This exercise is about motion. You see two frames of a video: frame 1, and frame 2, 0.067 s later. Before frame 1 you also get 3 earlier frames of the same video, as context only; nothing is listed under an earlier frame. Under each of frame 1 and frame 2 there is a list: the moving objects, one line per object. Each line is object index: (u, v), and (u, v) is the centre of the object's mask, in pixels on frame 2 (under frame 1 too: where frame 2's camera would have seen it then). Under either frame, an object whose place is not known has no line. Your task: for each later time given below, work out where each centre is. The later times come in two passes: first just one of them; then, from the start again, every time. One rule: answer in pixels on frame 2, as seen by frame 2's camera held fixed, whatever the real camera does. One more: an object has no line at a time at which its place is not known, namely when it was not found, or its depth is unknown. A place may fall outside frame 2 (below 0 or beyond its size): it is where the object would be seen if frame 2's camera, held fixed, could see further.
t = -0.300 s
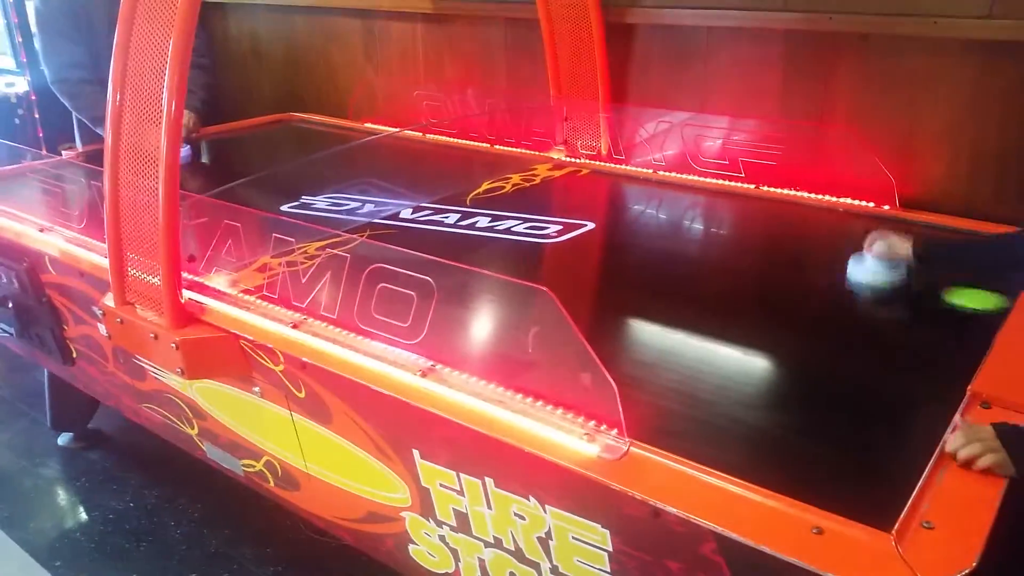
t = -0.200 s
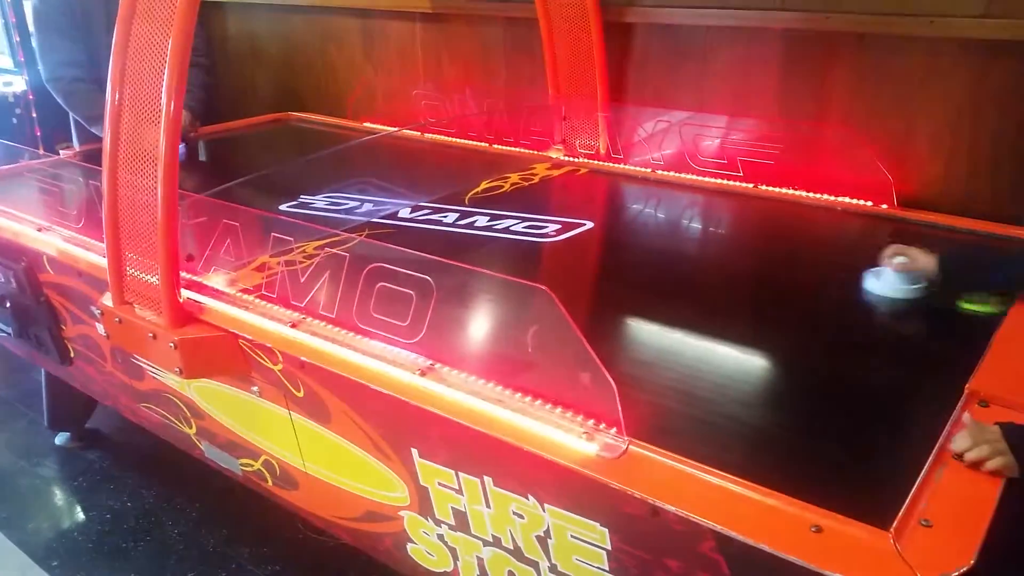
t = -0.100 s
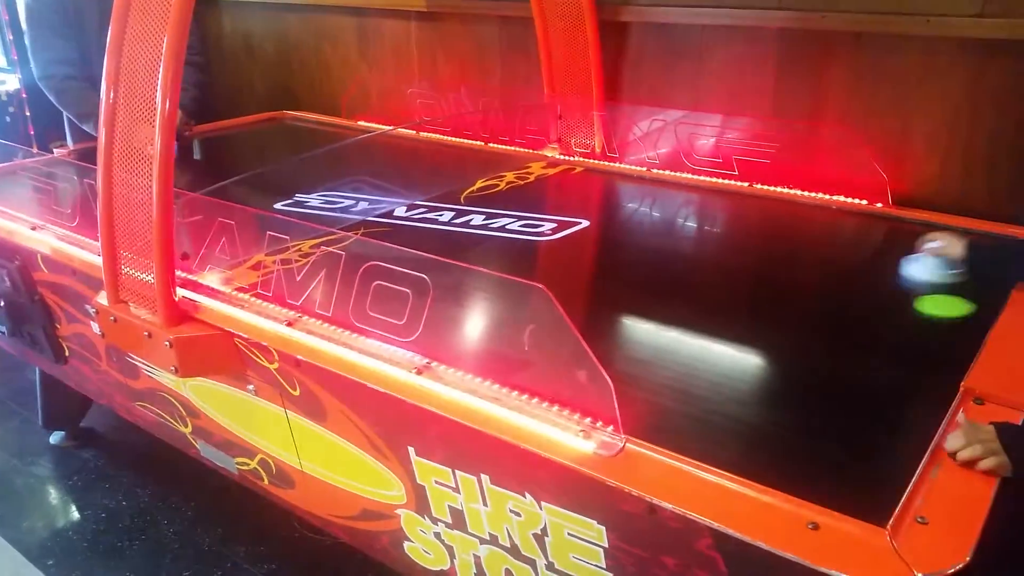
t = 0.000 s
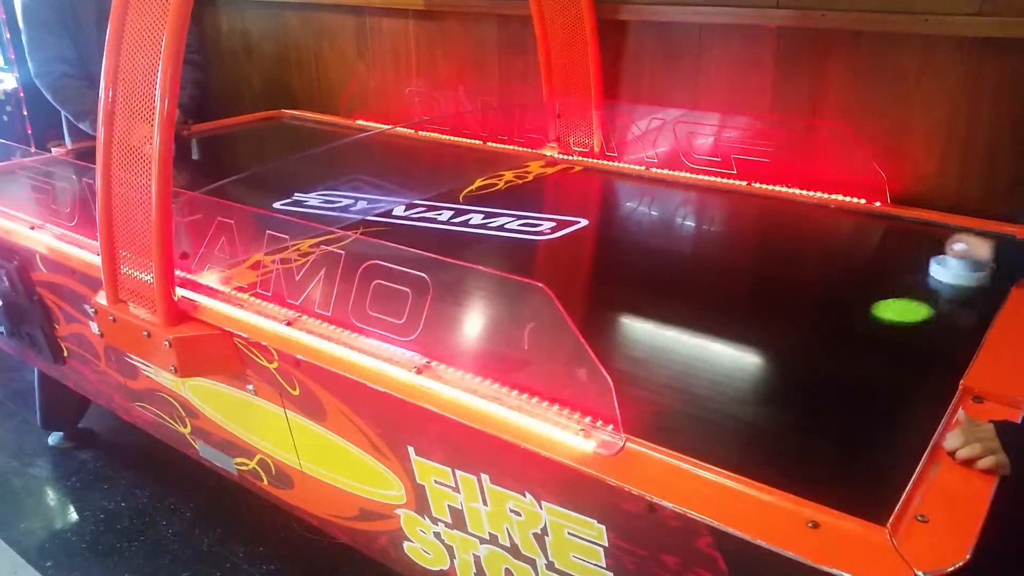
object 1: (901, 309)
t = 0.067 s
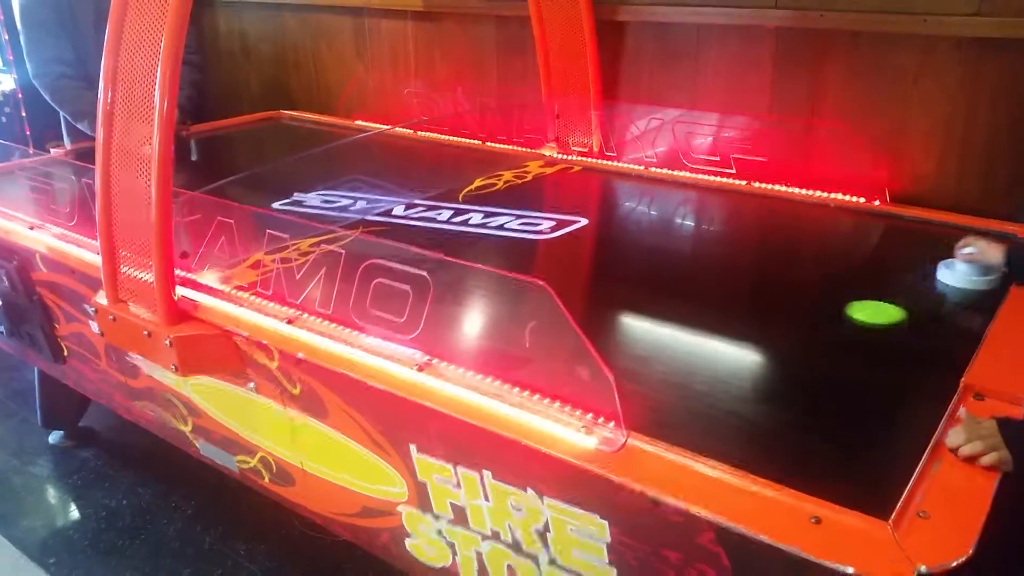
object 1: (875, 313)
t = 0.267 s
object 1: (790, 325)
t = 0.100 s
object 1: (861, 315)
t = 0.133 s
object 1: (847, 317)
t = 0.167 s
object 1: (833, 319)
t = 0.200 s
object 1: (819, 321)
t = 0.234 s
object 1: (804, 323)
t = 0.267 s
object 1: (790, 325)
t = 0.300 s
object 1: (775, 328)
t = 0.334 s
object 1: (761, 329)
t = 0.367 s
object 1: (746, 331)
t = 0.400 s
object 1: (733, 334)
